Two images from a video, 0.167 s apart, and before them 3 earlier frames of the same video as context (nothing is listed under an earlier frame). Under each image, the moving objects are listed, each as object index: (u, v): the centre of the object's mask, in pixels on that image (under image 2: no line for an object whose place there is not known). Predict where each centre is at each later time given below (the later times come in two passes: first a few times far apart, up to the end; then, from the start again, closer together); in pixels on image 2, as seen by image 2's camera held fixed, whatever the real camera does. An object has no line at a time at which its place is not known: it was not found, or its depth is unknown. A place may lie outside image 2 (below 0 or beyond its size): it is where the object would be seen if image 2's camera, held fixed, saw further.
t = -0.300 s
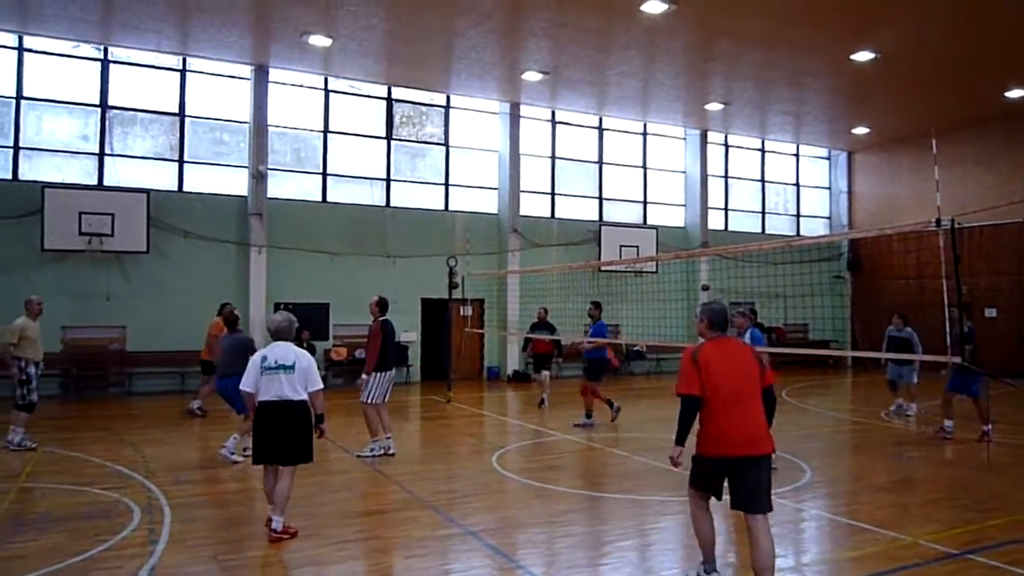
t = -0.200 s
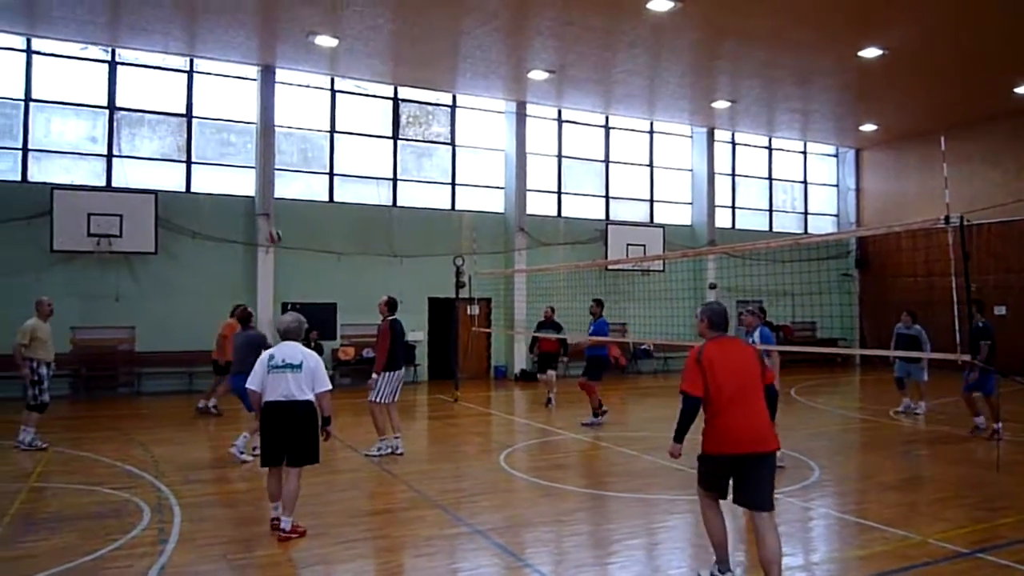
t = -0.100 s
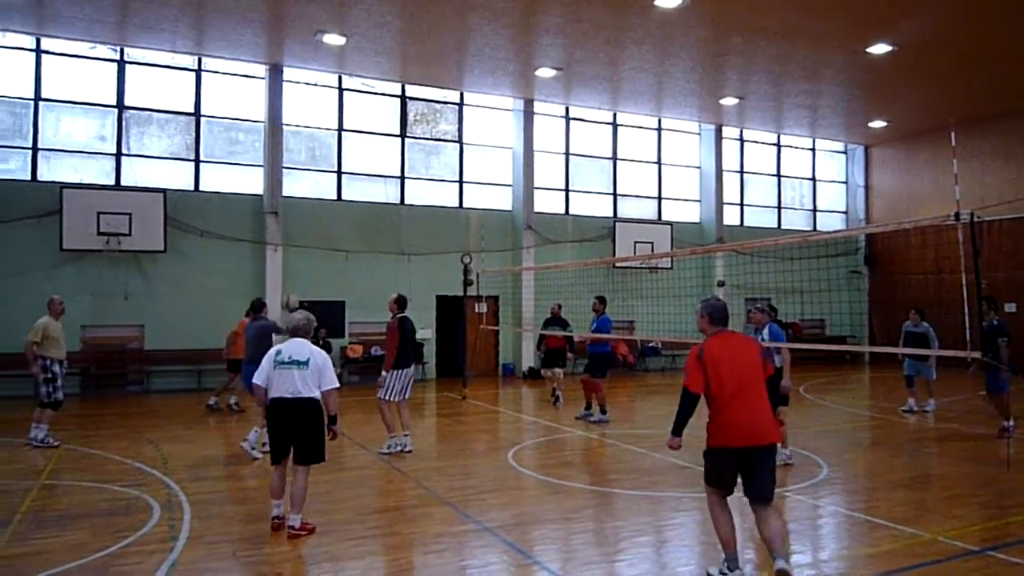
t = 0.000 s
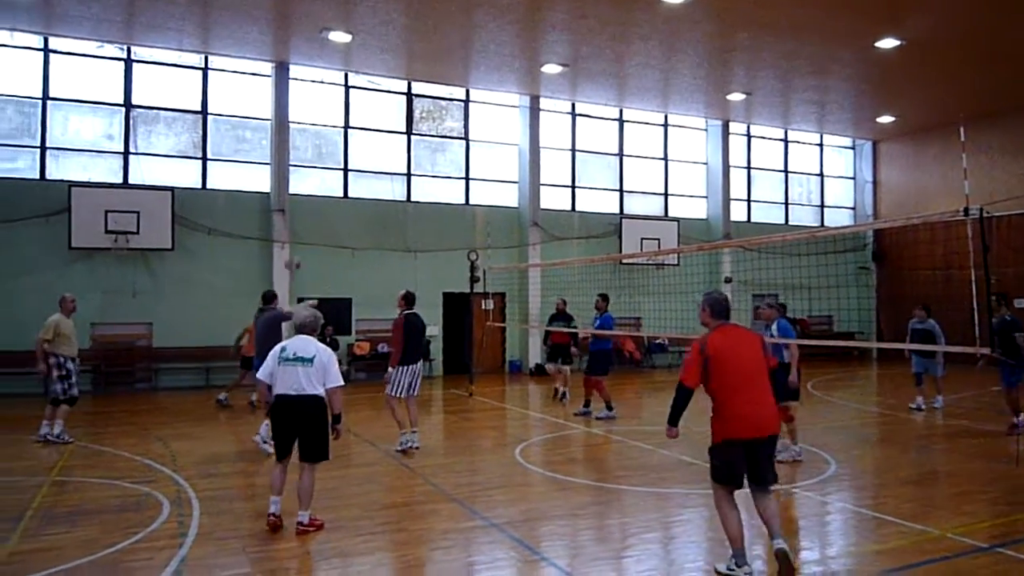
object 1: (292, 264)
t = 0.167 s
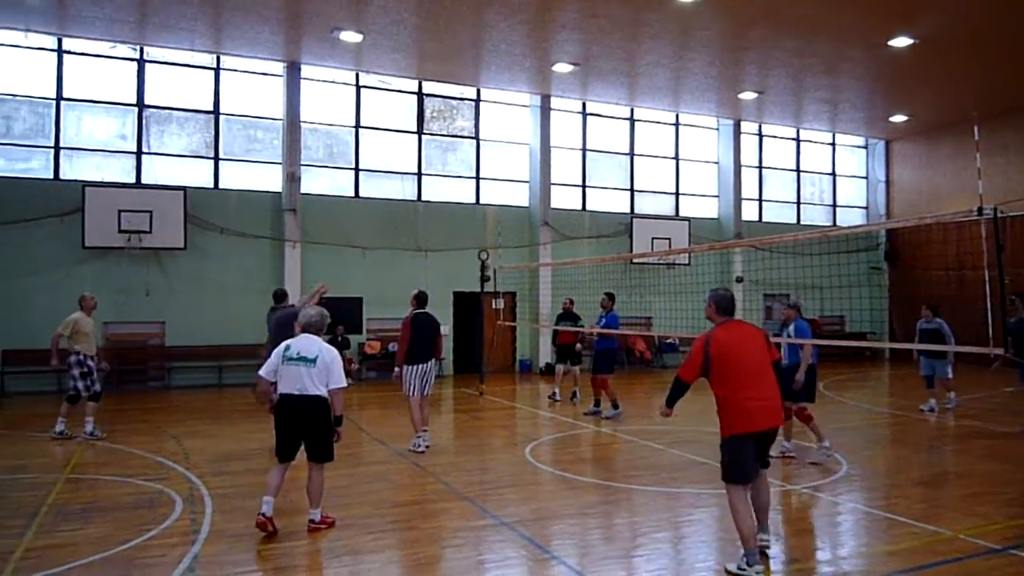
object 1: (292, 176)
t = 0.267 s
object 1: (286, 136)
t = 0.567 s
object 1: (269, 75)
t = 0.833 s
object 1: (256, 76)
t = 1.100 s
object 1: (244, 118)
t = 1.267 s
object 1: (237, 162)
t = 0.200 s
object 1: (291, 161)
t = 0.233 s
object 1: (288, 147)
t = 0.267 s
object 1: (286, 136)
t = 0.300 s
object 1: (284, 127)
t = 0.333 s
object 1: (282, 117)
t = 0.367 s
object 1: (281, 108)
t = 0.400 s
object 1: (279, 100)
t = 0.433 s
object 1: (277, 94)
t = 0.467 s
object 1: (275, 88)
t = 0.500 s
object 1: (273, 82)
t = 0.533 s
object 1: (271, 78)
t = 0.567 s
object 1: (269, 75)
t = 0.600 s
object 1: (267, 73)
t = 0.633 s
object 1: (266, 71)
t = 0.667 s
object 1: (264, 70)
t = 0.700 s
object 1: (263, 70)
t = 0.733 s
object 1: (261, 71)
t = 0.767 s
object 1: (259, 72)
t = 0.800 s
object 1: (258, 74)
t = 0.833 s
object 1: (256, 76)
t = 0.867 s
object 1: (255, 79)
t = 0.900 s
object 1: (253, 83)
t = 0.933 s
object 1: (252, 88)
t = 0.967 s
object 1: (250, 93)
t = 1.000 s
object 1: (249, 98)
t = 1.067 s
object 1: (245, 111)
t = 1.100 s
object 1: (244, 118)
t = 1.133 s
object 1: (242, 126)
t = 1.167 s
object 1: (241, 134)
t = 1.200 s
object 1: (239, 143)
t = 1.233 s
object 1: (238, 152)
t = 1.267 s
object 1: (237, 162)
